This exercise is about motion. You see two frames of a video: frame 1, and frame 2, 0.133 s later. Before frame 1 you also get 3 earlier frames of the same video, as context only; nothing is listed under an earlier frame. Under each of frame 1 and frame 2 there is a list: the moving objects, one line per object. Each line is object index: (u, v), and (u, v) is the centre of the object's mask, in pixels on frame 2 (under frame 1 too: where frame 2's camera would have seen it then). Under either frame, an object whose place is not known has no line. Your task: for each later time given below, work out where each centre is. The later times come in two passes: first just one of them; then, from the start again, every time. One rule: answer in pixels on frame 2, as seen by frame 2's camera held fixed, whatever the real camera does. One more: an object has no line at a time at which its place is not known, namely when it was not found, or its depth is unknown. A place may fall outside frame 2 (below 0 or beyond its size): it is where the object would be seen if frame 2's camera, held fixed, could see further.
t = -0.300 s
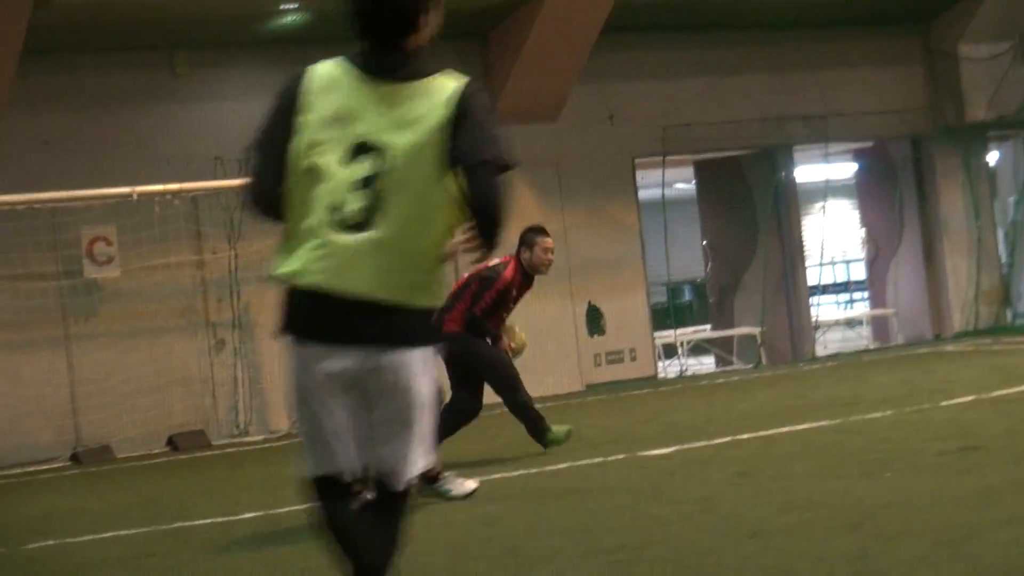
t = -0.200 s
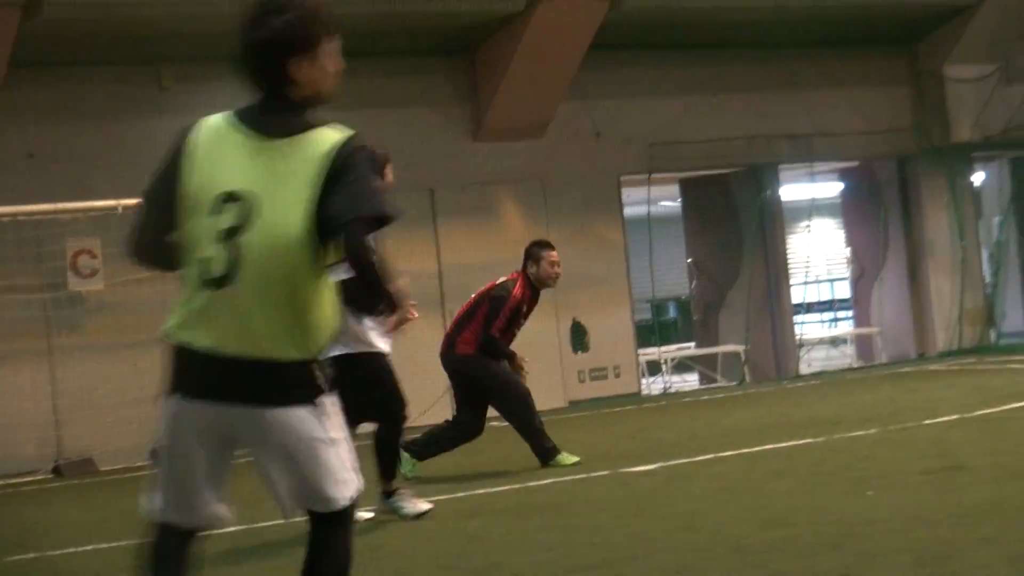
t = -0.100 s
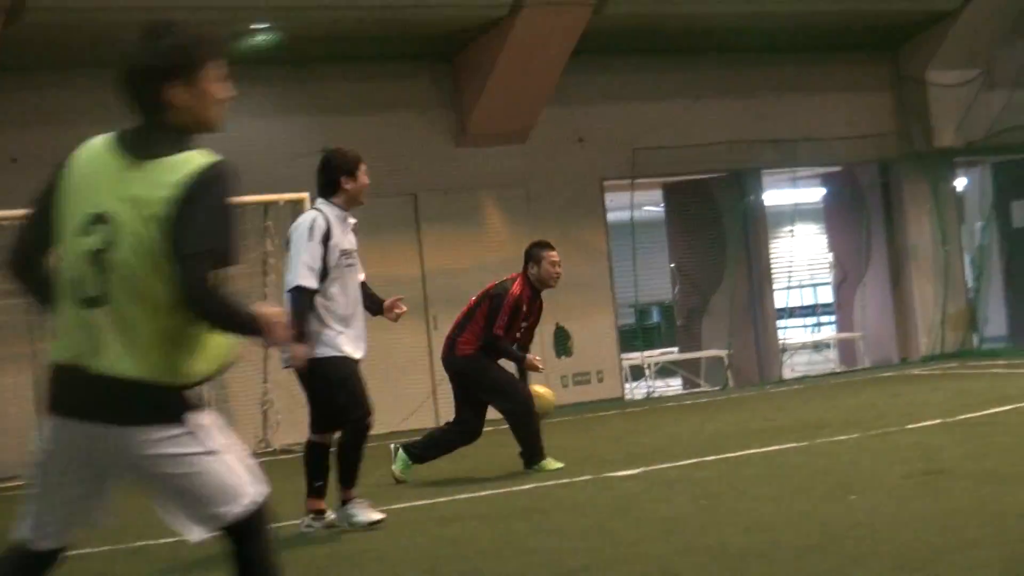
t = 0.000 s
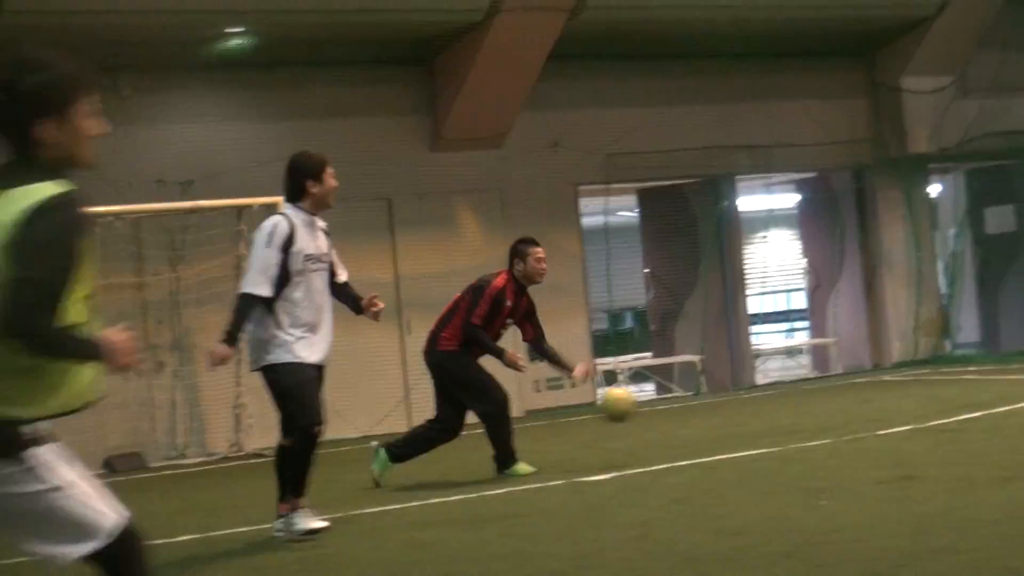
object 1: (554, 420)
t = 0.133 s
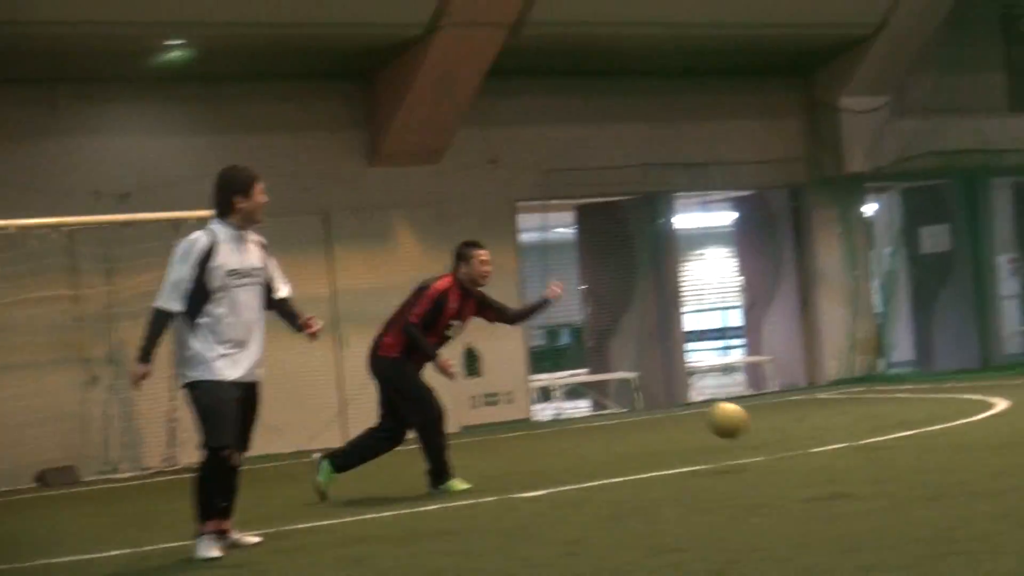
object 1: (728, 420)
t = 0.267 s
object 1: (911, 436)
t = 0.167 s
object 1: (774, 425)
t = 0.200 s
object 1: (824, 432)
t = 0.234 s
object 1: (873, 442)
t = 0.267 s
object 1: (911, 436)
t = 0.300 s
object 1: (942, 428)
